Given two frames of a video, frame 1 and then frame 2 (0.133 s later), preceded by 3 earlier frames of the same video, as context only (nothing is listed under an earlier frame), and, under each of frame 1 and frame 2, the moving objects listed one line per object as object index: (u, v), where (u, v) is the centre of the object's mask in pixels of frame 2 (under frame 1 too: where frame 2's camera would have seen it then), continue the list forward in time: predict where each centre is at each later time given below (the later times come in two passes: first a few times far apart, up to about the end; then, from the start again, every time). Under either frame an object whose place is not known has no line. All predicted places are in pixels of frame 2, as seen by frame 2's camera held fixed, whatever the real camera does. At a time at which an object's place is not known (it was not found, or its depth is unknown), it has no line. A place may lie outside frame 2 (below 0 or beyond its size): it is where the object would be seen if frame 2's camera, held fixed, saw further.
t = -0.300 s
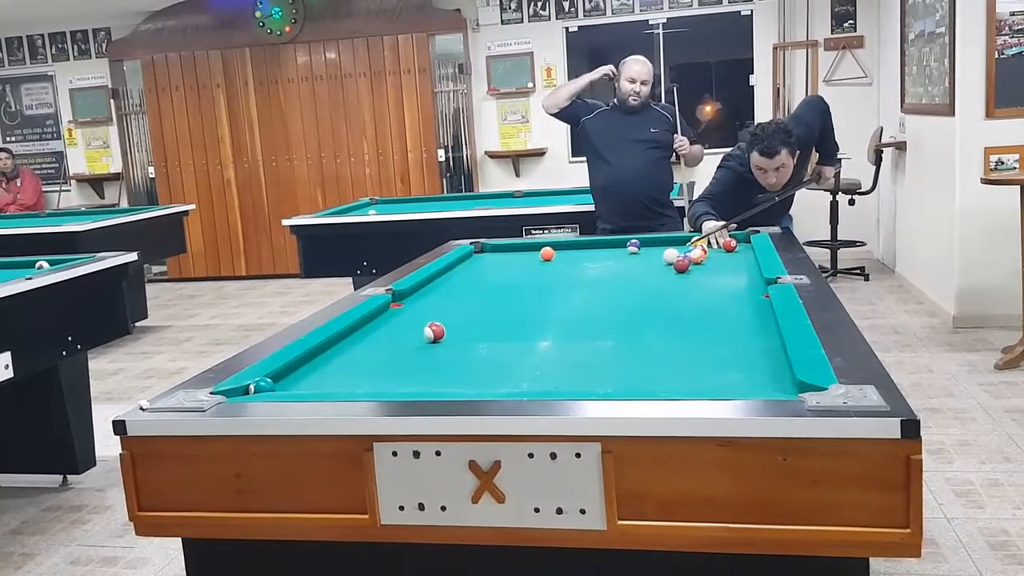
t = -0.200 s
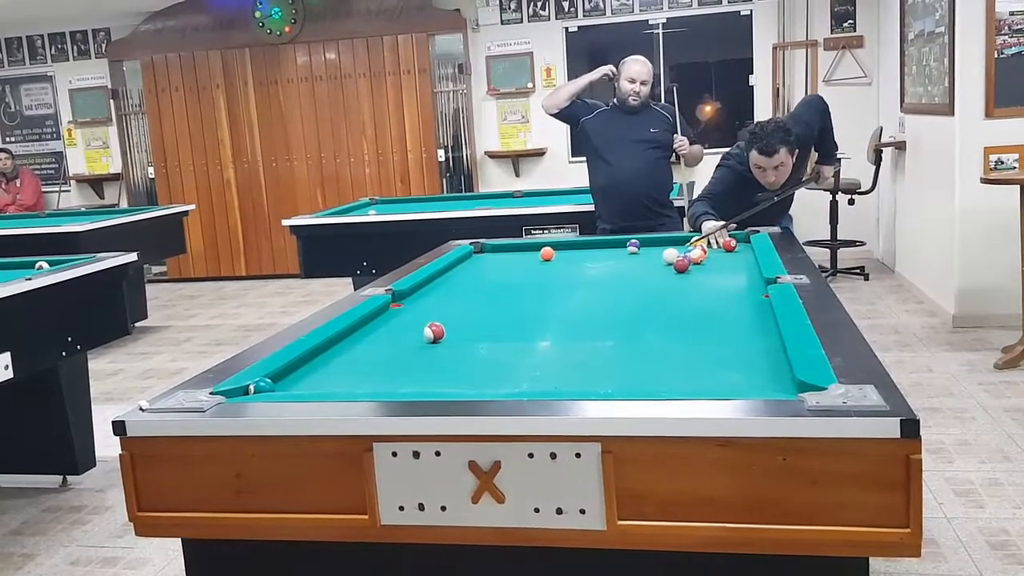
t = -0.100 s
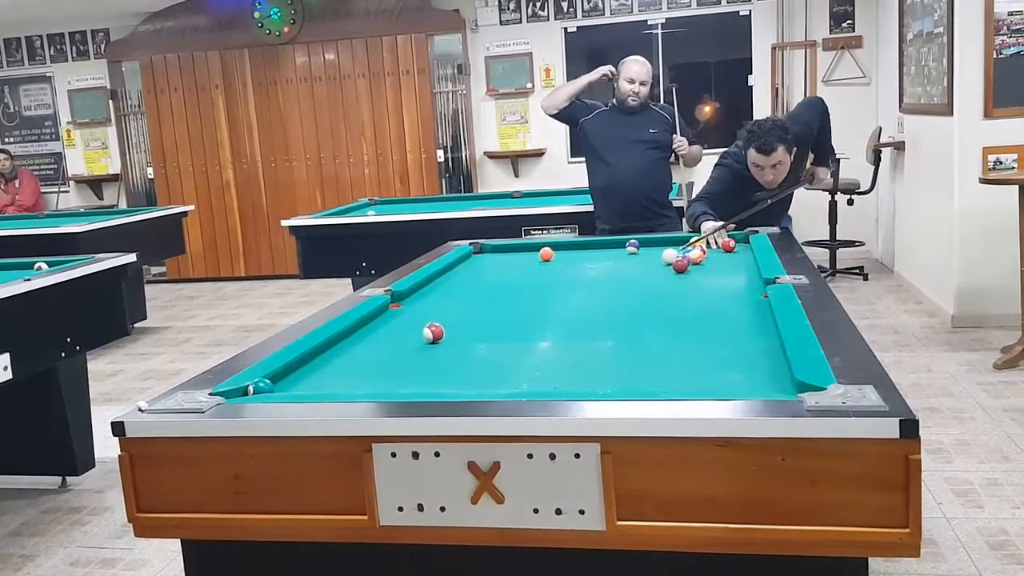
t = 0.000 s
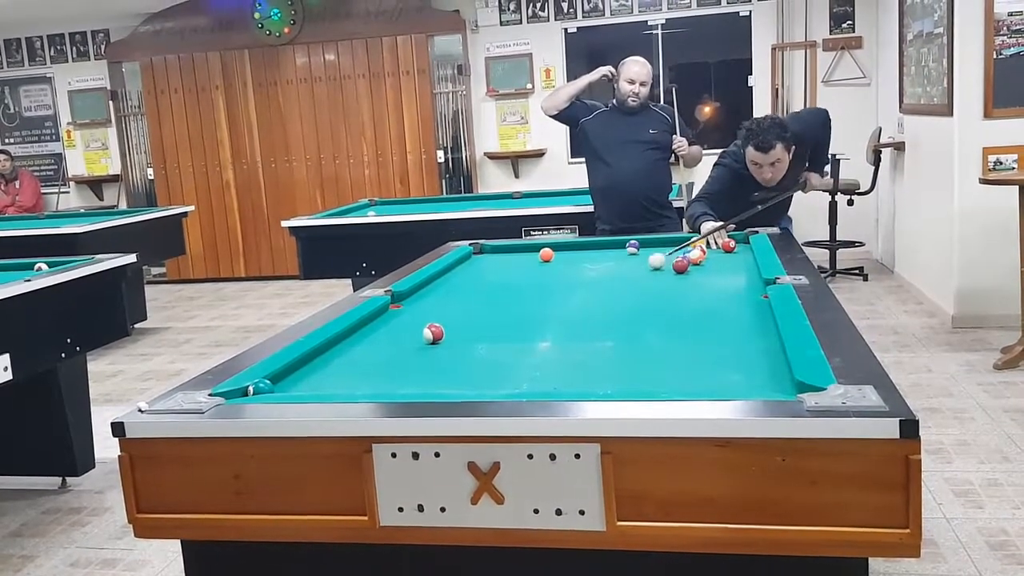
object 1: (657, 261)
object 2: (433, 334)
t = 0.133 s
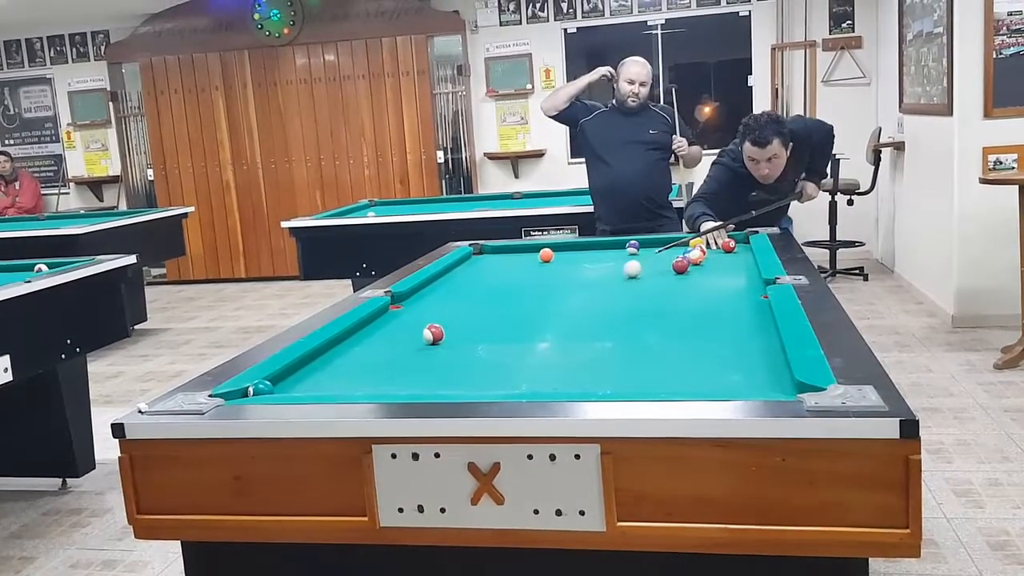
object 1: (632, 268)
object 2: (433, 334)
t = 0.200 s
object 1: (620, 272)
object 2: (433, 334)
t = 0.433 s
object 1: (572, 288)
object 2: (433, 334)
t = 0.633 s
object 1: (527, 302)
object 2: (433, 334)
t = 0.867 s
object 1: (468, 321)
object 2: (433, 334)
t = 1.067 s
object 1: (436, 331)
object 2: (401, 344)
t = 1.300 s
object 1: (412, 339)
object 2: (349, 361)
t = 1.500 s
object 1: (392, 345)
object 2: (301, 378)
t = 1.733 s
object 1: (370, 352)
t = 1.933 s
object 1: (352, 358)
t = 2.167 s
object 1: (331, 364)
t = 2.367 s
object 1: (315, 369)
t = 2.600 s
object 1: (297, 375)
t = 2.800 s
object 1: (283, 378)
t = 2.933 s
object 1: (279, 379)
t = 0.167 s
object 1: (626, 270)
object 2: (433, 334)
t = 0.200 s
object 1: (620, 272)
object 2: (433, 334)
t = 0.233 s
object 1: (613, 275)
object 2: (433, 334)
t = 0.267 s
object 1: (606, 276)
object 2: (433, 334)
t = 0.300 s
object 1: (599, 278)
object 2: (433, 334)
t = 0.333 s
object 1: (593, 281)
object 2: (433, 334)
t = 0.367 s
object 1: (586, 283)
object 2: (433, 334)
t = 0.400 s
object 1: (579, 285)
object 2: (433, 334)
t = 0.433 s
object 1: (572, 288)
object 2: (433, 334)
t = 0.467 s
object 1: (565, 290)
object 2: (433, 334)
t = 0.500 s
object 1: (557, 292)
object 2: (433, 334)
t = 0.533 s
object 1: (550, 295)
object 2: (433, 334)
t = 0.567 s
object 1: (542, 297)
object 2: (433, 334)
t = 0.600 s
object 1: (534, 299)
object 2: (433, 334)
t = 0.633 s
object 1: (527, 302)
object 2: (433, 334)
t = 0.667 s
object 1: (518, 304)
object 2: (433, 334)
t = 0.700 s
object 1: (510, 307)
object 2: (433, 334)
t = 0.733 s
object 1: (502, 310)
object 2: (433, 334)
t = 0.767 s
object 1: (494, 312)
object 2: (433, 334)
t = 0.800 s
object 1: (485, 315)
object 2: (433, 334)
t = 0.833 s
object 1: (477, 318)
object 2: (433, 334)
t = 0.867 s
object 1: (468, 321)
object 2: (433, 334)
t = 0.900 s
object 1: (459, 324)
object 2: (432, 334)
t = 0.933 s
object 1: (451, 326)
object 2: (433, 334)
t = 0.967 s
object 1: (446, 328)
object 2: (425, 336)
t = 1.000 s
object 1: (443, 329)
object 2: (416, 339)
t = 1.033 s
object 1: (439, 330)
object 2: (408, 342)
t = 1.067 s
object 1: (436, 331)
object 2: (401, 344)
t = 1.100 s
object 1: (432, 332)
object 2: (394, 347)
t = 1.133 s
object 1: (429, 333)
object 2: (387, 349)
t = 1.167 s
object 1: (425, 335)
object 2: (380, 352)
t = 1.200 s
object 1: (422, 336)
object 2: (372, 354)
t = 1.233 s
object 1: (419, 337)
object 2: (364, 357)
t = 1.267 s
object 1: (416, 338)
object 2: (357, 359)
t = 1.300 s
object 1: (412, 339)
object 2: (349, 361)
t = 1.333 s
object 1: (409, 340)
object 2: (342, 364)
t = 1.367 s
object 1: (406, 341)
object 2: (334, 367)
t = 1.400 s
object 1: (402, 342)
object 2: (326, 369)
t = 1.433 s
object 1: (399, 343)
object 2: (317, 372)
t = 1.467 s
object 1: (396, 344)
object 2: (309, 375)
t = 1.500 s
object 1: (392, 345)
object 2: (301, 378)
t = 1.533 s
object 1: (389, 346)
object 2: (293, 380)
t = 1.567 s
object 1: (386, 347)
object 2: (284, 382)
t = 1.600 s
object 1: (383, 348)
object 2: (280, 383)
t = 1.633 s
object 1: (380, 349)
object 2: (277, 384)
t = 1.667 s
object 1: (377, 350)
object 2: (275, 384)
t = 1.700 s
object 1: (373, 351)
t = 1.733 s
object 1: (370, 352)
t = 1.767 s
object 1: (367, 353)
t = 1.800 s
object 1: (364, 354)
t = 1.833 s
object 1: (361, 355)
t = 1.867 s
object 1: (358, 356)
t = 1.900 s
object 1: (355, 357)
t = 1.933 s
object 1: (352, 358)
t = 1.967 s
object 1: (349, 359)
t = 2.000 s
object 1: (346, 360)
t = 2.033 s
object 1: (343, 360)
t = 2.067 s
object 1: (340, 362)
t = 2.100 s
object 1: (337, 362)
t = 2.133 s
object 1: (334, 363)
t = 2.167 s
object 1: (331, 364)
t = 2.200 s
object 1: (329, 365)
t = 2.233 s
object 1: (326, 366)
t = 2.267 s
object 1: (323, 367)
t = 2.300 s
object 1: (320, 368)
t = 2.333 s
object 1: (318, 369)
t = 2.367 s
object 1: (315, 369)
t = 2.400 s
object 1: (312, 370)
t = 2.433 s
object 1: (310, 371)
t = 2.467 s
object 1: (307, 372)
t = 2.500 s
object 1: (305, 373)
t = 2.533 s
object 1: (302, 374)
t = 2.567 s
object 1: (300, 374)
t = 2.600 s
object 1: (297, 375)
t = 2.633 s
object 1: (294, 376)
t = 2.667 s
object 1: (292, 377)
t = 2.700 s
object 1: (290, 377)
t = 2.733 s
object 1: (287, 378)
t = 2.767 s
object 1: (286, 378)
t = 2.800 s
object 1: (283, 378)
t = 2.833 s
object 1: (281, 378)
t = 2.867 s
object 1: (279, 379)
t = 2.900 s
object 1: (279, 379)
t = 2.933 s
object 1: (279, 379)
